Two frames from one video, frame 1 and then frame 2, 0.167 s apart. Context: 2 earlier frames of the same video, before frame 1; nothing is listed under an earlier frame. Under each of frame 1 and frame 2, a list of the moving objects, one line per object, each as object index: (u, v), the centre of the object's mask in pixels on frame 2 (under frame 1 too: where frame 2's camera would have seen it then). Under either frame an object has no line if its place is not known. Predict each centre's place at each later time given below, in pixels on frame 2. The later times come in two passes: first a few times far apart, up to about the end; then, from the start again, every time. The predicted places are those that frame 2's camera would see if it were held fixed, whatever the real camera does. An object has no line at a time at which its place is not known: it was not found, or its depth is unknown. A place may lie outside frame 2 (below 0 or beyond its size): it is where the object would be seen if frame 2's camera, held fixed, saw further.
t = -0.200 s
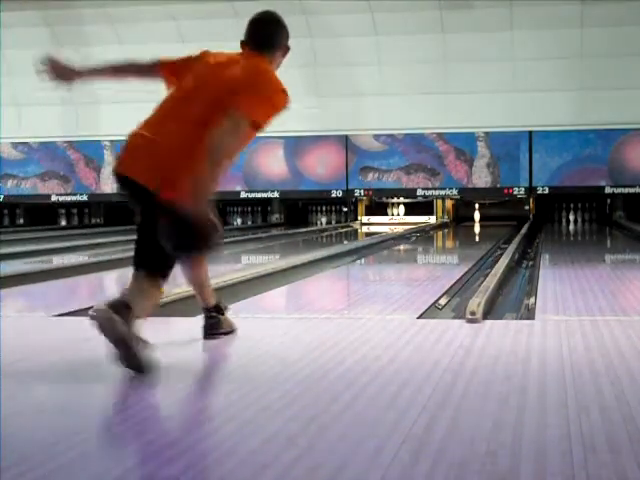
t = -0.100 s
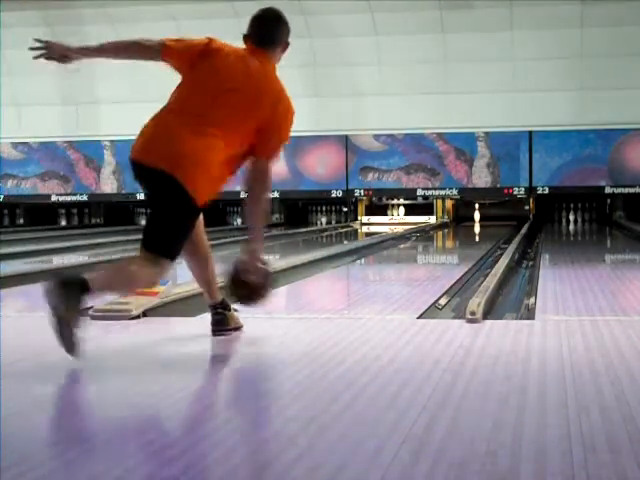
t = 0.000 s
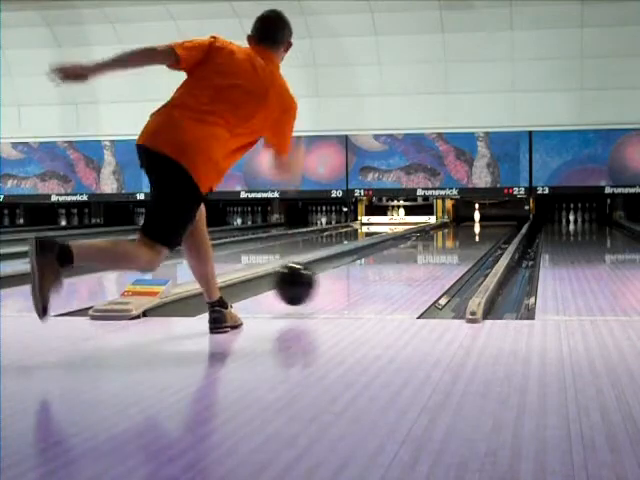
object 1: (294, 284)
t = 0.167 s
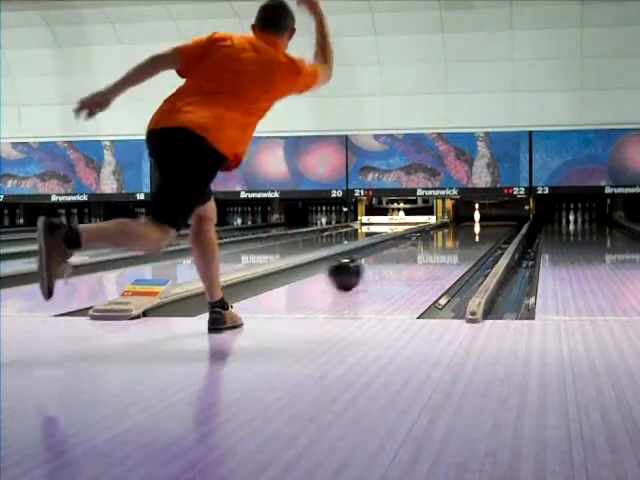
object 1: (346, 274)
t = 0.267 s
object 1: (367, 266)
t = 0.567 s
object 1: (409, 249)
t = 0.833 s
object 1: (433, 239)
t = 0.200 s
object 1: (352, 271)
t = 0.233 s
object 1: (360, 269)
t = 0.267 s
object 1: (367, 266)
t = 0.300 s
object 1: (372, 263)
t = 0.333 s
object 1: (378, 261)
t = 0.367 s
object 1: (383, 259)
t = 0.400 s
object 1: (388, 257)
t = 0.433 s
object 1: (393, 255)
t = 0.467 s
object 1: (397, 253)
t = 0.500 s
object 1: (401, 251)
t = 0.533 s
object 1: (405, 250)
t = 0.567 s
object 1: (409, 249)
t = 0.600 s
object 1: (413, 247)
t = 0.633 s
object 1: (416, 246)
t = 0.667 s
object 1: (420, 244)
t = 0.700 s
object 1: (422, 243)
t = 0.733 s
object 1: (424, 242)
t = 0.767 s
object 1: (428, 241)
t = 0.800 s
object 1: (430, 240)
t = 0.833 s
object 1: (433, 239)
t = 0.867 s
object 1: (435, 238)
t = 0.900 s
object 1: (437, 236)
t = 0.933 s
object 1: (439, 235)
